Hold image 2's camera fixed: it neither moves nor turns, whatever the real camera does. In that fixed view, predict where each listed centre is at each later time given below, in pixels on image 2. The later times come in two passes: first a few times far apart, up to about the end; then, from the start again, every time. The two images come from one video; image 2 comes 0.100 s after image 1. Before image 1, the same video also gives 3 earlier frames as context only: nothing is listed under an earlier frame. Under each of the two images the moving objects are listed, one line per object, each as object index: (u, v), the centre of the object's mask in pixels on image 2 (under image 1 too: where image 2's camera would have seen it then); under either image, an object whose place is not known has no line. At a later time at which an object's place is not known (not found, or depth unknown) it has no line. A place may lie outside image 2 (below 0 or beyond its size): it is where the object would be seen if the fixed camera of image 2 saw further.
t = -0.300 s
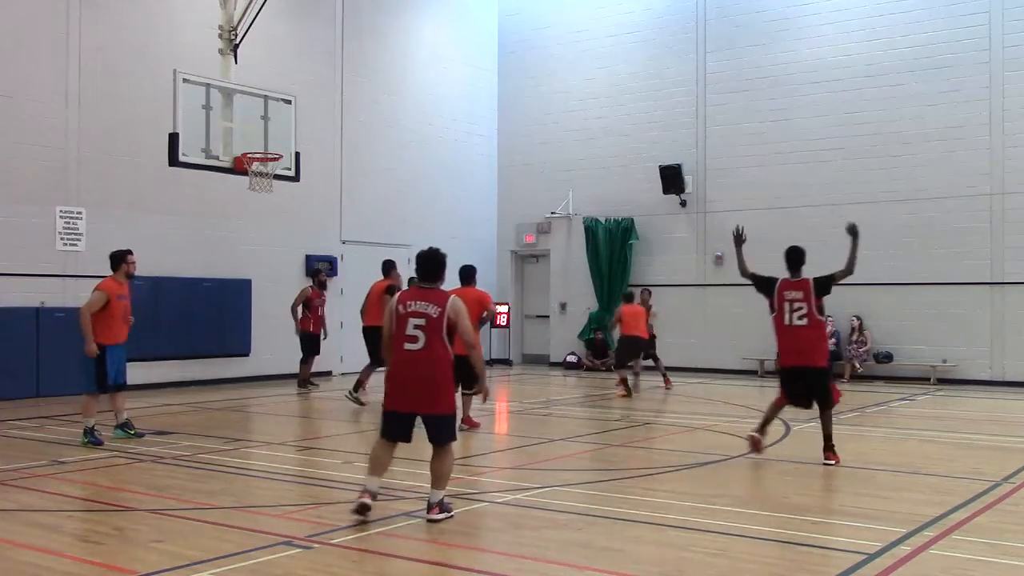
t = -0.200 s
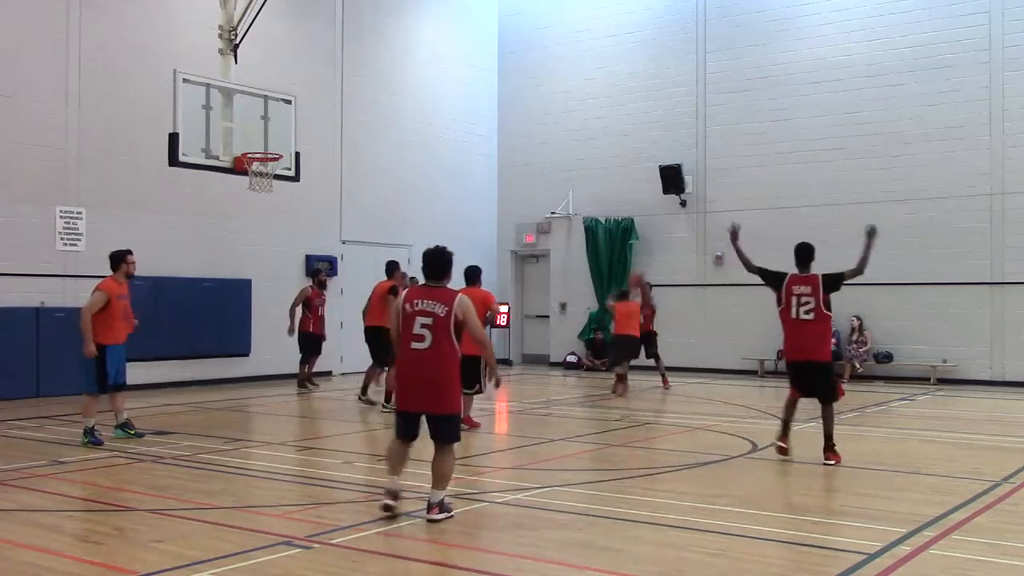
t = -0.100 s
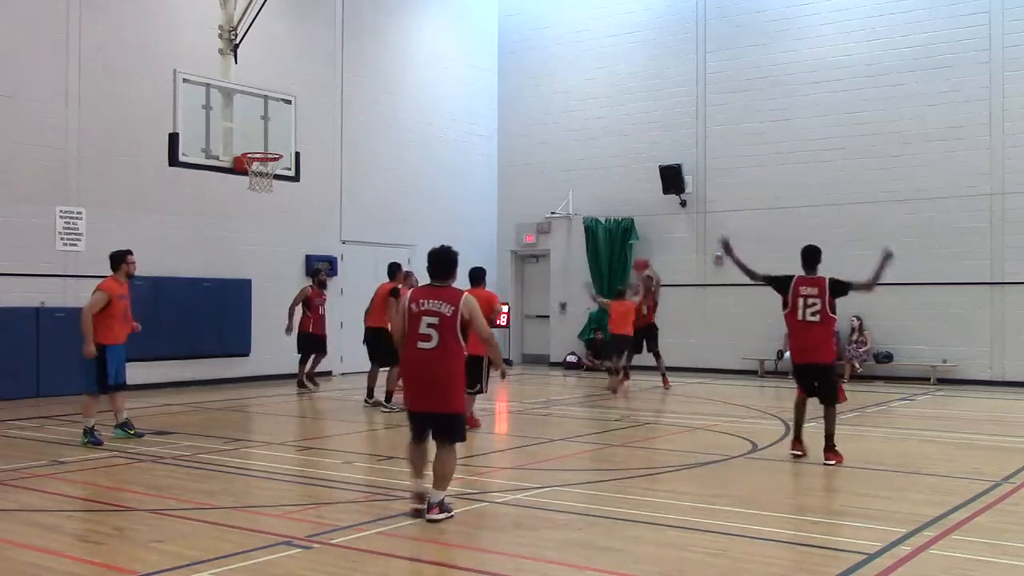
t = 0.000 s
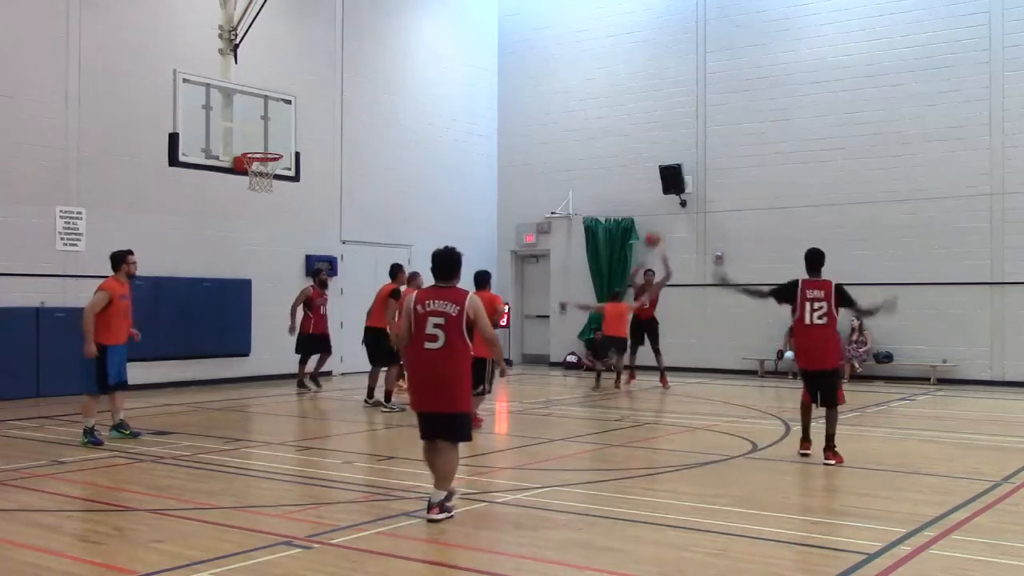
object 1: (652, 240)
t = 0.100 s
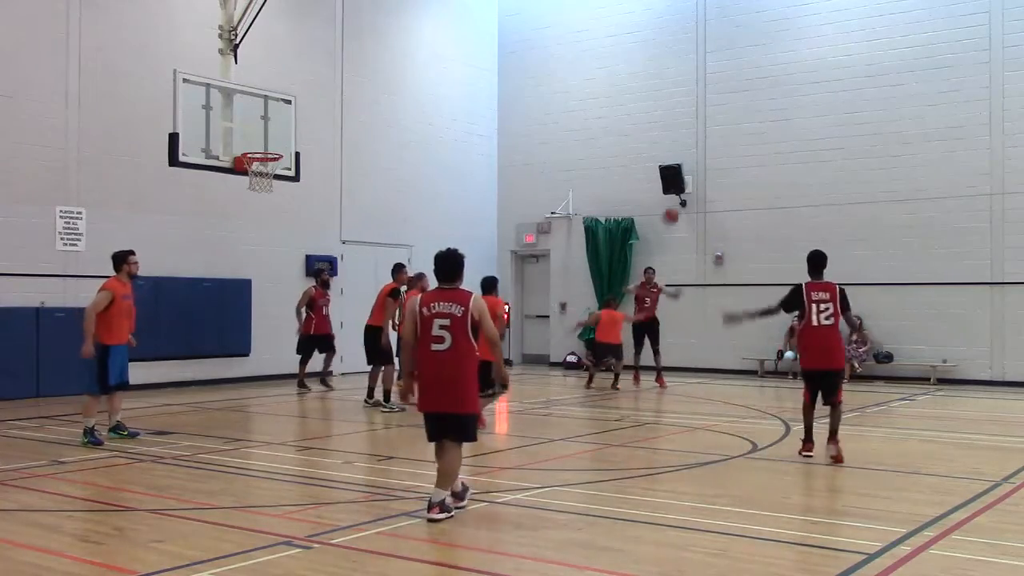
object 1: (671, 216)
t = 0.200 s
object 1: (693, 196)
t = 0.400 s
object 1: (743, 173)
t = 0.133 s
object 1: (678, 210)
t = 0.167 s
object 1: (686, 202)
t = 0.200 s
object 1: (693, 196)
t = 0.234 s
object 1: (700, 190)
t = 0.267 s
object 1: (708, 186)
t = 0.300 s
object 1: (716, 181)
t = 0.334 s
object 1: (725, 178)
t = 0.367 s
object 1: (734, 175)
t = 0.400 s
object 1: (743, 173)
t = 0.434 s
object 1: (753, 172)
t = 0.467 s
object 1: (763, 172)
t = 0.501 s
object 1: (773, 173)
